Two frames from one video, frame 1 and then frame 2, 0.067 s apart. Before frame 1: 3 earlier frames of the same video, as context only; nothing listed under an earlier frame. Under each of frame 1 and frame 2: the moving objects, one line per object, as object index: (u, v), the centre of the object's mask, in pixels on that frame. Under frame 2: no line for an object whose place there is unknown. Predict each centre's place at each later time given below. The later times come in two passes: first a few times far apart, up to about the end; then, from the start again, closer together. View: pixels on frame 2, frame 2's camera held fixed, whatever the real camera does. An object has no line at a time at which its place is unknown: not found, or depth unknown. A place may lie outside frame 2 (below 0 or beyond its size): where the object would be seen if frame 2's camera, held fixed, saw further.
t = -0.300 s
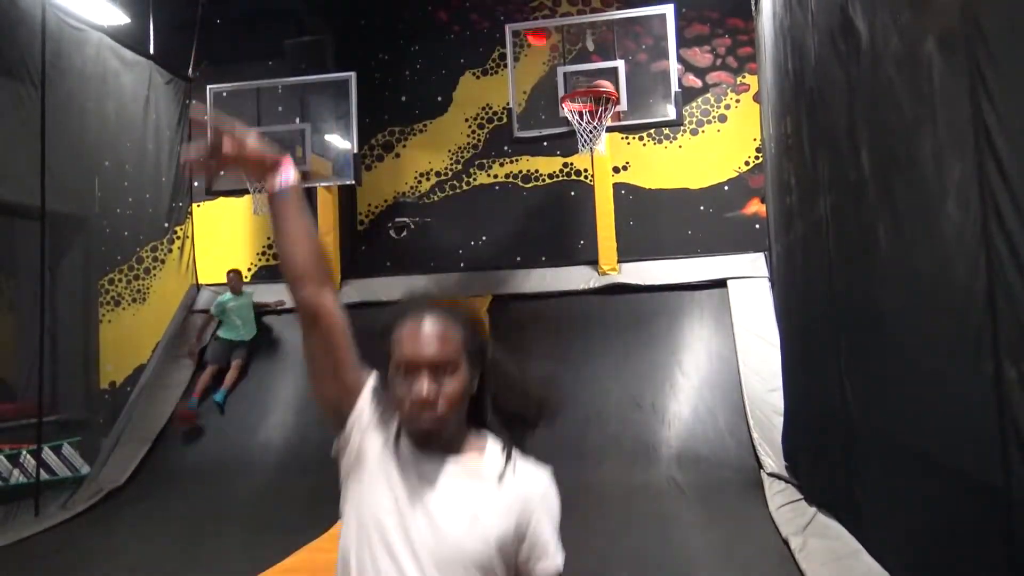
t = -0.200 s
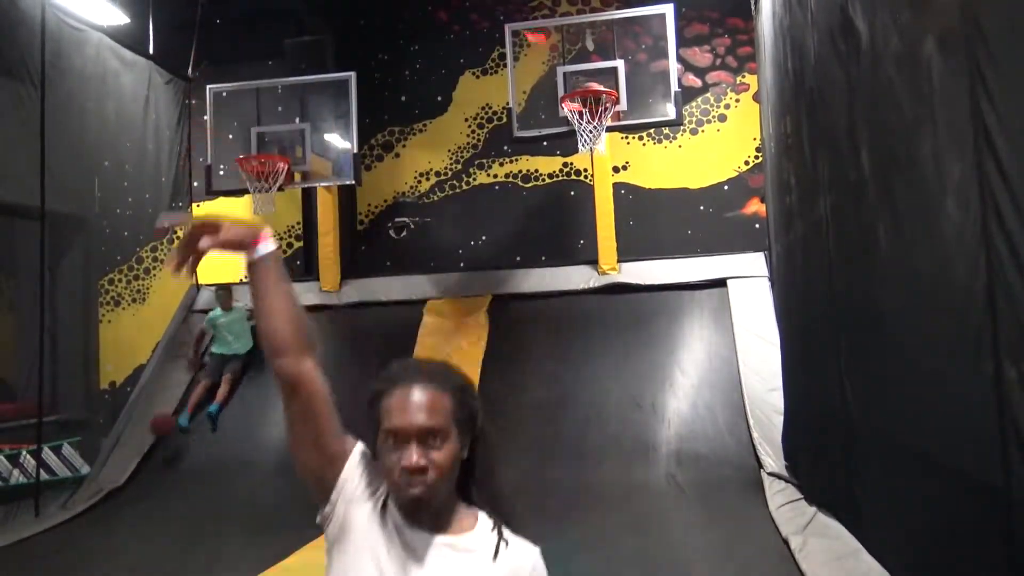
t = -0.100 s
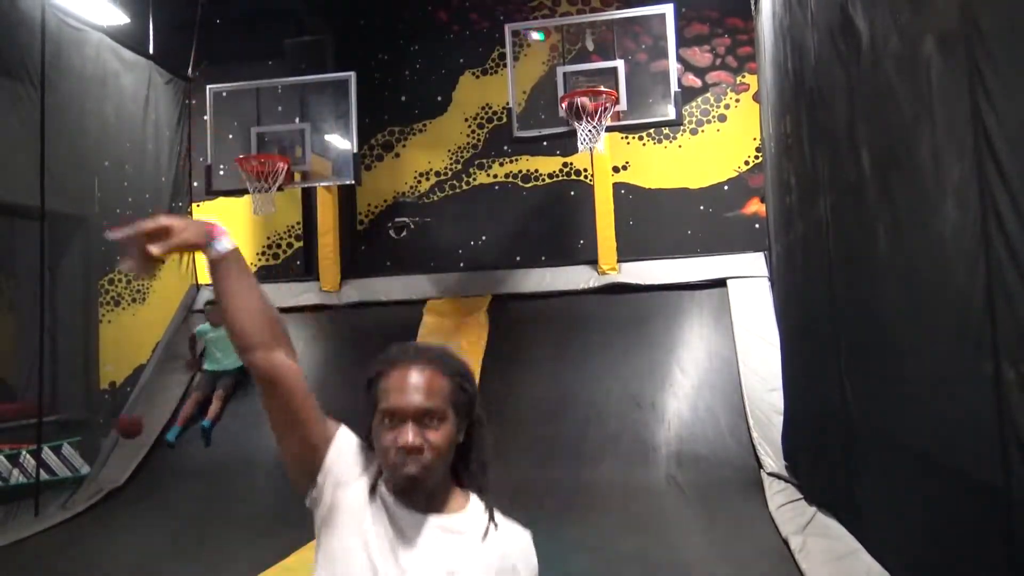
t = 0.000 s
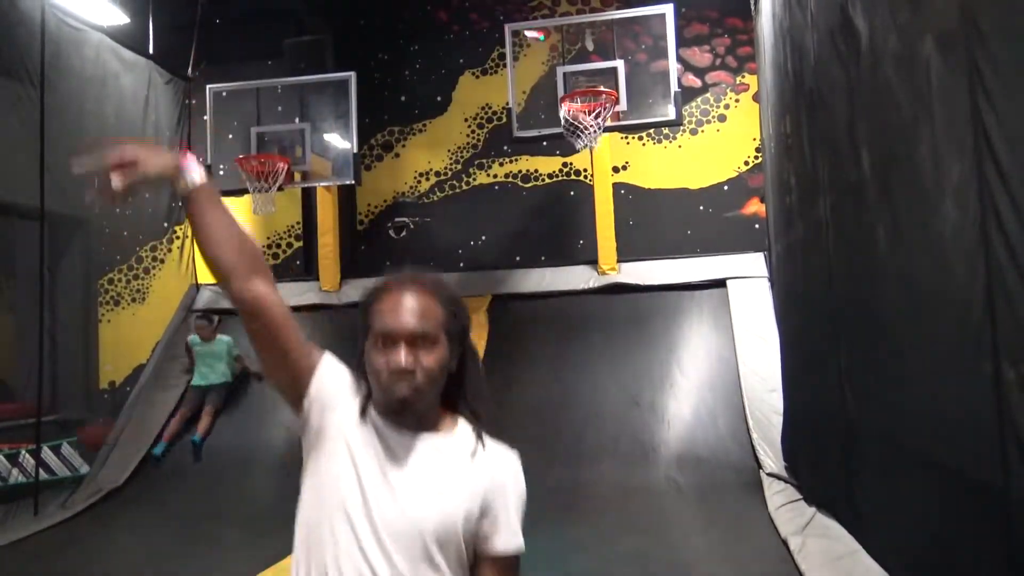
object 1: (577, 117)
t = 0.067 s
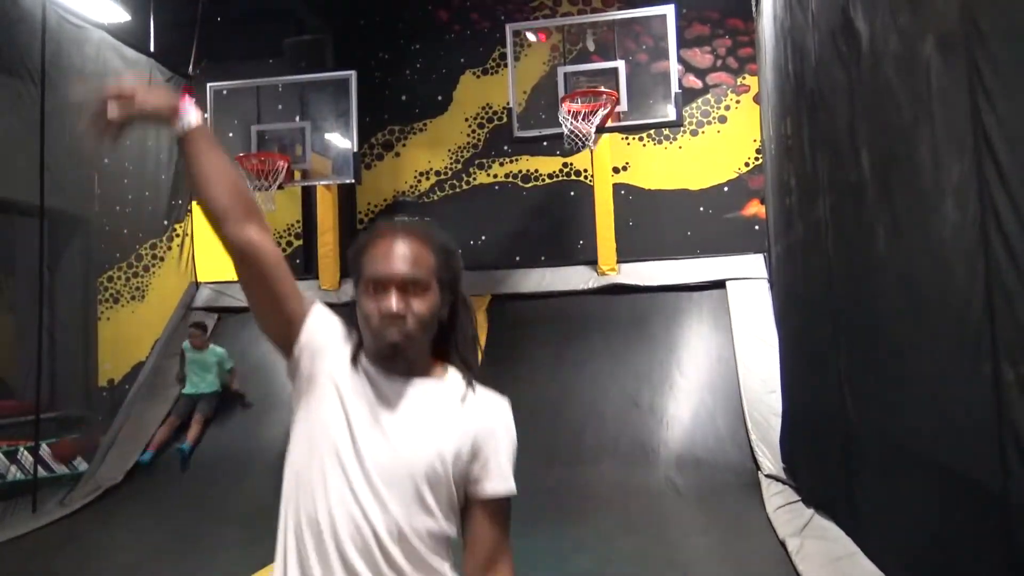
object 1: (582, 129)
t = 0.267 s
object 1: (589, 188)
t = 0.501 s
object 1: (603, 300)
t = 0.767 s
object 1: (613, 378)
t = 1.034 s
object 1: (622, 442)
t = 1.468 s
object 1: (641, 525)
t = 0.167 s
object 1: (583, 159)
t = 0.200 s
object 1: (584, 166)
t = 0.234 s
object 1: (586, 176)
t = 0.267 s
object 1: (589, 188)
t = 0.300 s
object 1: (591, 200)
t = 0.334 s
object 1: (593, 214)
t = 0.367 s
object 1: (594, 228)
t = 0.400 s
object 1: (597, 244)
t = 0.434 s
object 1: (599, 262)
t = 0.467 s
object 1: (601, 280)
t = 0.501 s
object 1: (603, 300)
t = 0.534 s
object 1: (605, 322)
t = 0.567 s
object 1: (607, 343)
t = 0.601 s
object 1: (609, 367)
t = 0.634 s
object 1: (610, 379)
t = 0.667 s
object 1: (611, 379)
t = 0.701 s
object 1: (611, 378)
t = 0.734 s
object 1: (612, 378)
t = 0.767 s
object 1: (613, 378)
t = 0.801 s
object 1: (613, 380)
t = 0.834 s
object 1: (614, 384)
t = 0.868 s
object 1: (615, 389)
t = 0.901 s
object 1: (616, 396)
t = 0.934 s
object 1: (617, 405)
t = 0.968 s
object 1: (618, 416)
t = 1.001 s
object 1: (620, 429)
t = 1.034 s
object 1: (622, 442)
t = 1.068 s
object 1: (624, 459)
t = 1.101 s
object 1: (626, 478)
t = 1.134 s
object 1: (628, 499)
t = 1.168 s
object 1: (630, 508)
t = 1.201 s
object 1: (631, 506)
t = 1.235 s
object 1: (632, 500)
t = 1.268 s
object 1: (633, 498)
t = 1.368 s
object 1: (636, 502)
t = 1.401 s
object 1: (637, 507)
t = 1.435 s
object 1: (639, 515)
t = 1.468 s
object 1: (641, 525)
